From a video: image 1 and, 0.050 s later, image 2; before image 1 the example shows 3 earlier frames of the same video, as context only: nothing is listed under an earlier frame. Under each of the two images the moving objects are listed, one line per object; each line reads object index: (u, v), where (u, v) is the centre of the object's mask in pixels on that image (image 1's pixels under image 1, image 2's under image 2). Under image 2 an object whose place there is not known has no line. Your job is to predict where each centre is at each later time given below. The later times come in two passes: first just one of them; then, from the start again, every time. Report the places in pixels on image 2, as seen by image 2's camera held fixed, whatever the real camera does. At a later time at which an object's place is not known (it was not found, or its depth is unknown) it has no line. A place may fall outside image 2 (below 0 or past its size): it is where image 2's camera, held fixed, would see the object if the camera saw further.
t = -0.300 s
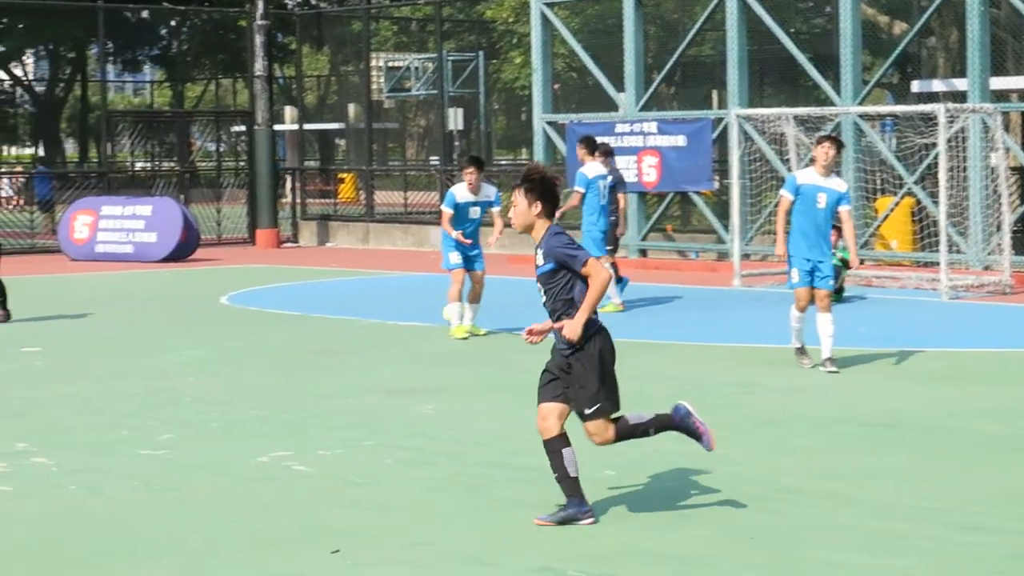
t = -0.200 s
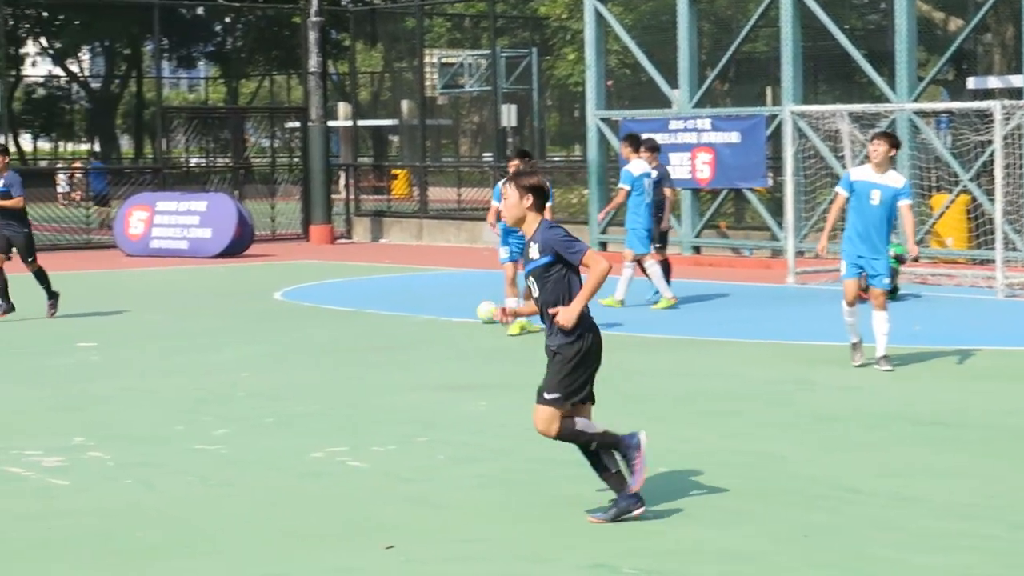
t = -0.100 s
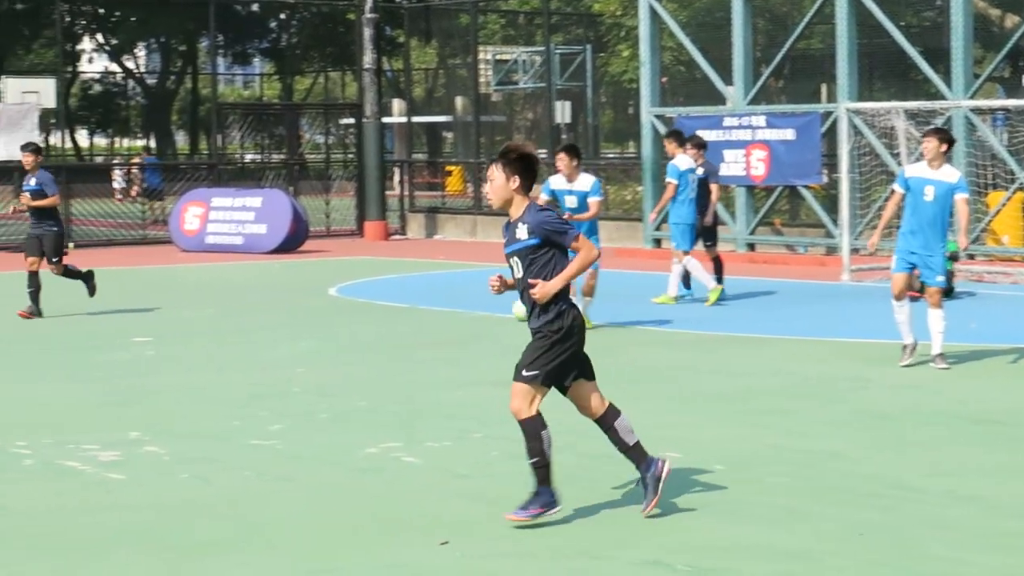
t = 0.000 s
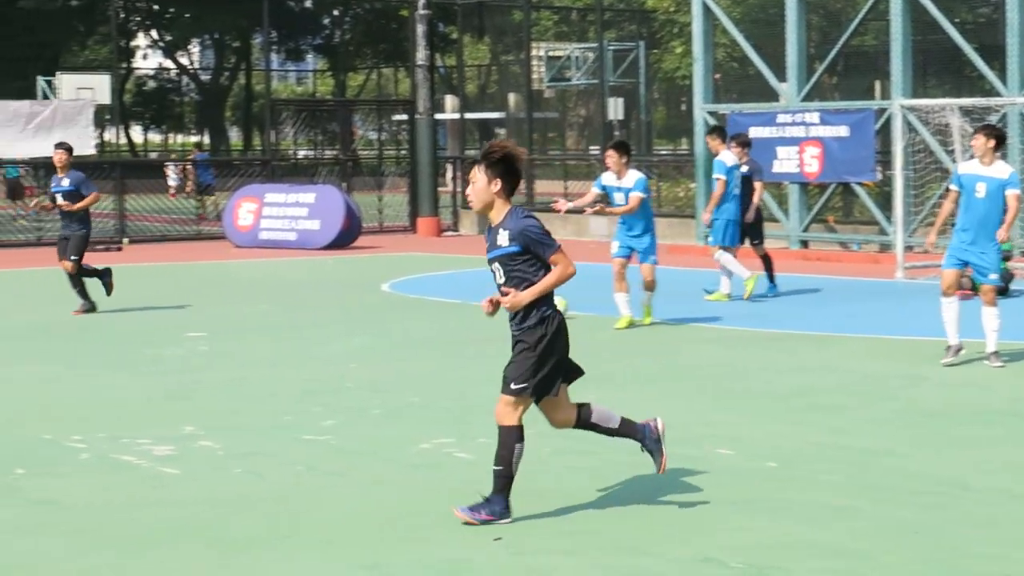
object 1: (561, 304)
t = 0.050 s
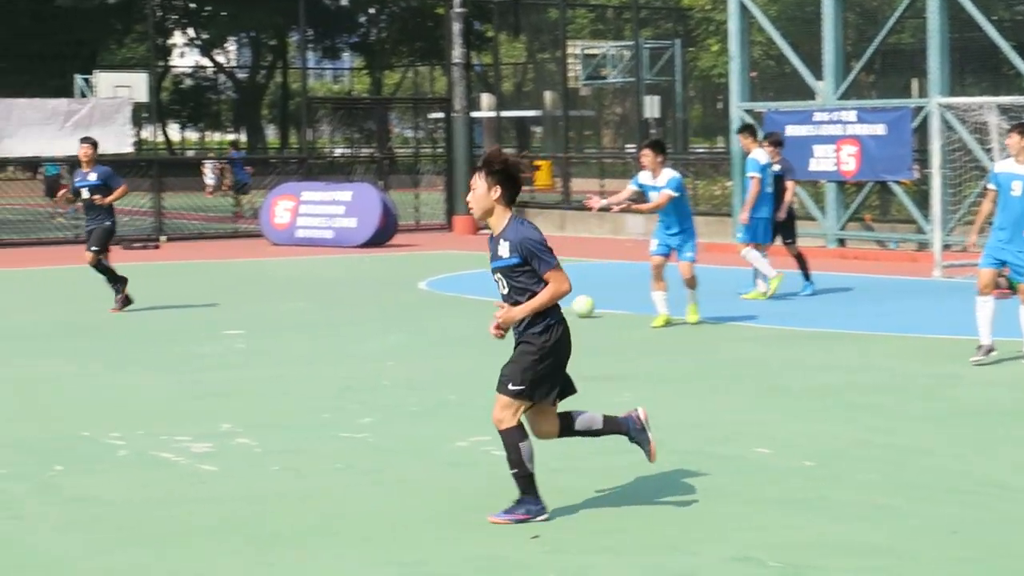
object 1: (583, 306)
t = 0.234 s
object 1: (548, 307)
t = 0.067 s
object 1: (579, 306)
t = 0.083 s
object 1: (576, 306)
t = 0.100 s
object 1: (573, 306)
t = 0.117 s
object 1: (571, 306)
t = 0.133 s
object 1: (567, 307)
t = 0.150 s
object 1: (564, 307)
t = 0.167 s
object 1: (561, 307)
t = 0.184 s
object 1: (558, 307)
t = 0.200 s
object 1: (555, 307)
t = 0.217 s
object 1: (551, 307)
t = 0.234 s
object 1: (548, 307)
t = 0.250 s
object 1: (544, 307)
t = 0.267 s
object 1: (541, 307)
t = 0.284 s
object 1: (538, 308)
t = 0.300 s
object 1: (534, 308)
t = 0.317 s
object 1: (530, 307)
